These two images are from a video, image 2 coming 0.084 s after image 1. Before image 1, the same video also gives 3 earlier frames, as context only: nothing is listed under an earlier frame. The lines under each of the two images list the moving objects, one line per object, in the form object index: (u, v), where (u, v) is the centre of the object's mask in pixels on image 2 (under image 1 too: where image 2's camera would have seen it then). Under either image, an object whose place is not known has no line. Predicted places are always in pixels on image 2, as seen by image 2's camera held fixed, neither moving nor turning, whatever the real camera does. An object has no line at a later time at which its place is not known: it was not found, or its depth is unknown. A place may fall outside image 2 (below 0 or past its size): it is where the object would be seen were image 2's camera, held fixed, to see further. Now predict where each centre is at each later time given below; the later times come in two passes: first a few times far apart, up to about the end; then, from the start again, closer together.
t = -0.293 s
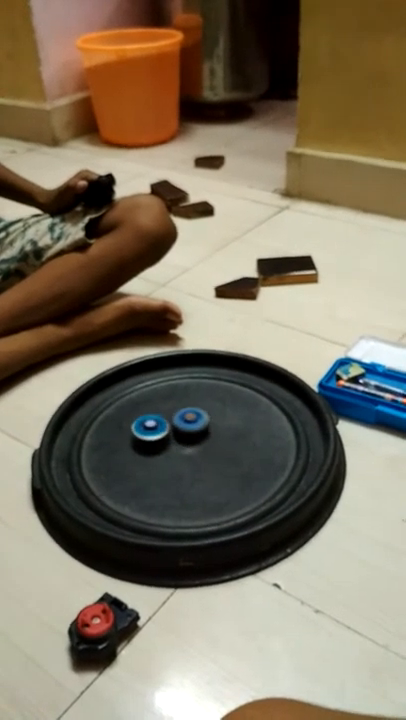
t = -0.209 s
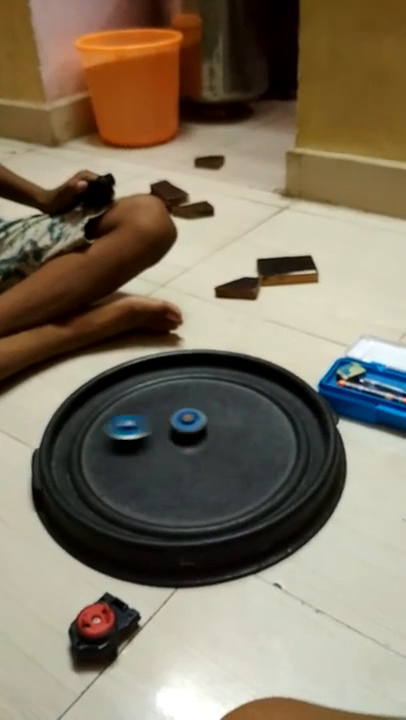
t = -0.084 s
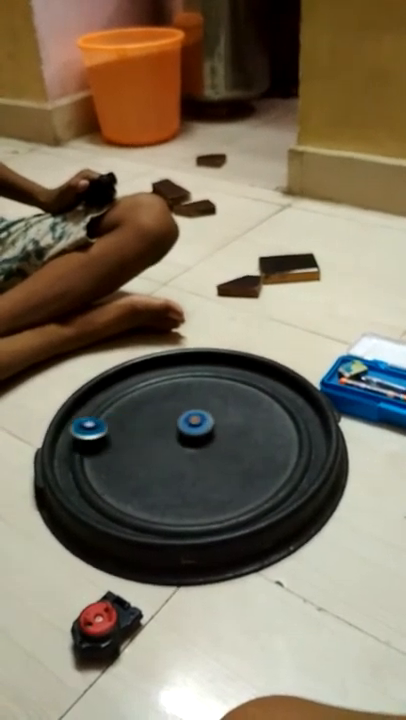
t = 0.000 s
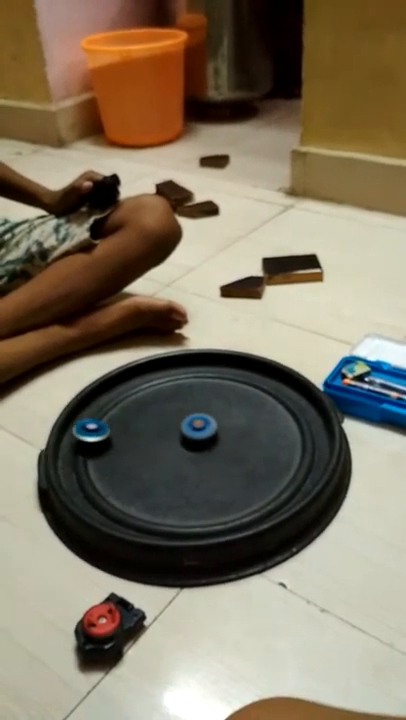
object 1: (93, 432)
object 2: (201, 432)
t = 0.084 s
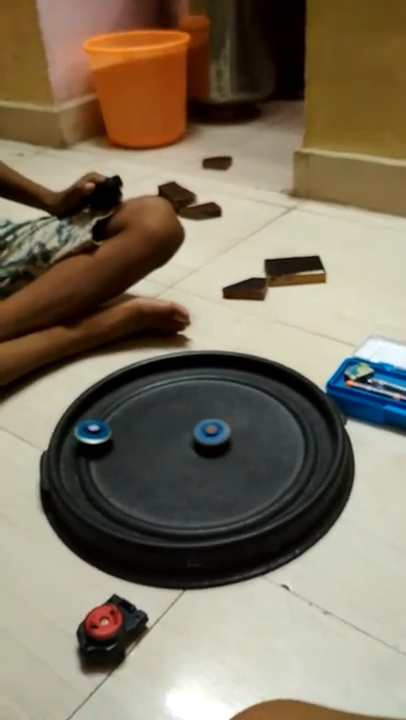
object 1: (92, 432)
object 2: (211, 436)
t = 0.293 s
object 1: (94, 431)
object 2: (238, 431)
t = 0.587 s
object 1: (102, 420)
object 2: (266, 417)
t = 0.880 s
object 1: (124, 408)
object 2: (246, 406)
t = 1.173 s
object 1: (151, 410)
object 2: (224, 420)
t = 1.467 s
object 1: (174, 423)
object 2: (242, 443)
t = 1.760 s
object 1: (183, 444)
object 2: (260, 444)
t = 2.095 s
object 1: (178, 468)
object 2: (259, 433)
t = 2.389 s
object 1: (158, 483)
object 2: (241, 427)
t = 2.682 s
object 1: (134, 484)
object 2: (219, 430)
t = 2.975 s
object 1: (119, 473)
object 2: (202, 435)
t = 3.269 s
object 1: (123, 456)
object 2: (205, 434)
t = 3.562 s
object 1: (141, 445)
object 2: (199, 431)
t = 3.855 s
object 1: (168, 446)
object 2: (206, 430)
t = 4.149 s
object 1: (188, 460)
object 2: (212, 434)
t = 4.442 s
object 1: (190, 480)
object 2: (199, 430)
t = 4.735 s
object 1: (177, 497)
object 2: (215, 434)
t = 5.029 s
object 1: (154, 503)
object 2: (202, 435)
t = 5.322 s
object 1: (135, 493)
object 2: (206, 430)
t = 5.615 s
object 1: (137, 477)
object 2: (210, 440)
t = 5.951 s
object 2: (201, 433)
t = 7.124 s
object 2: (213, 431)
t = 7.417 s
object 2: (203, 435)
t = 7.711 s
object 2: (210, 430)
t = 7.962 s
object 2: (207, 439)
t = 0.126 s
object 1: (93, 433)
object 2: (216, 435)
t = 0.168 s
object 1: (93, 432)
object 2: (220, 434)
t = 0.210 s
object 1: (93, 432)
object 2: (226, 432)
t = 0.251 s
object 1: (93, 431)
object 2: (232, 432)
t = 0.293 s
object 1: (94, 431)
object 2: (238, 431)
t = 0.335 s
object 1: (95, 430)
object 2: (245, 430)
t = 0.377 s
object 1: (95, 428)
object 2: (250, 428)
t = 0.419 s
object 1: (95, 427)
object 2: (255, 426)
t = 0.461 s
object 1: (97, 426)
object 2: (259, 424)
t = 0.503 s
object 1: (98, 424)
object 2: (262, 422)
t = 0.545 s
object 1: (100, 422)
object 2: (264, 420)
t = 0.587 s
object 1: (102, 420)
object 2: (266, 417)
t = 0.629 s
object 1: (104, 417)
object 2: (266, 414)
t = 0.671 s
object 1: (107, 415)
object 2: (265, 412)
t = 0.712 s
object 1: (110, 413)
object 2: (263, 410)
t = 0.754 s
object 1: (113, 412)
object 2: (260, 408)
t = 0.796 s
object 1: (116, 411)
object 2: (256, 407)
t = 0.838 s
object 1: (120, 409)
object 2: (251, 406)
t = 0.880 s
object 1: (124, 408)
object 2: (246, 406)
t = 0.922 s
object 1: (128, 408)
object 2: (241, 406)
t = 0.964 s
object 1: (132, 407)
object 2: (235, 406)
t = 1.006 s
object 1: (136, 407)
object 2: (231, 408)
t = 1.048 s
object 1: (140, 408)
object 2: (228, 410)
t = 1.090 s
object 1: (144, 408)
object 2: (226, 413)
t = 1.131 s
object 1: (148, 409)
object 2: (224, 416)
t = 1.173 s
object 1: (151, 410)
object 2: (224, 420)
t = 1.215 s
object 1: (155, 412)
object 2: (224, 423)
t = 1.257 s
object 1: (158, 413)
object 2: (225, 428)
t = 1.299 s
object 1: (161, 415)
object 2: (228, 432)
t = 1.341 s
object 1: (165, 417)
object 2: (231, 436)
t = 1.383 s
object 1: (168, 419)
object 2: (234, 439)
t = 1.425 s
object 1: (171, 421)
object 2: (238, 441)
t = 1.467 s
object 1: (174, 423)
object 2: (242, 443)
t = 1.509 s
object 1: (176, 426)
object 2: (246, 444)
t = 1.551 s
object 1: (177, 429)
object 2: (250, 444)
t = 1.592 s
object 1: (179, 433)
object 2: (254, 444)
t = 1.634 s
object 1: (180, 436)
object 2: (257, 444)
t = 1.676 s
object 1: (181, 439)
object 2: (259, 444)
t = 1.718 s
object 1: (182, 441)
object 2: (259, 444)
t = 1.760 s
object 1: (183, 444)
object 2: (260, 444)
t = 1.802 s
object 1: (184, 447)
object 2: (261, 443)
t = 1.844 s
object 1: (185, 450)
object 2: (262, 441)
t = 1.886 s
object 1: (185, 453)
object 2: (262, 440)
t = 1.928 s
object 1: (185, 456)
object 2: (263, 438)
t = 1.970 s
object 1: (183, 459)
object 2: (262, 437)
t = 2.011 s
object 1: (182, 462)
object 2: (262, 435)
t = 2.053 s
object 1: (180, 465)
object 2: (261, 434)
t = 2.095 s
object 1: (178, 468)
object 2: (259, 433)
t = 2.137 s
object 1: (176, 471)
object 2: (257, 432)
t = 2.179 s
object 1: (173, 473)
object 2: (255, 431)
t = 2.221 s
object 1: (171, 475)
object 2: (251, 430)
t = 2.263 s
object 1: (168, 478)
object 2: (248, 429)
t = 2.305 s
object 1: (165, 480)
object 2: (246, 428)
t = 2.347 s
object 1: (162, 481)
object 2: (243, 427)
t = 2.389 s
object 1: (158, 483)
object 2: (241, 427)
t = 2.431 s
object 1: (155, 484)
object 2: (237, 427)
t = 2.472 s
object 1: (151, 485)
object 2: (233, 427)
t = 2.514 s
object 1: (147, 486)
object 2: (230, 427)
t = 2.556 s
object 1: (144, 486)
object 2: (228, 428)
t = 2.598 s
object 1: (140, 486)
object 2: (225, 429)
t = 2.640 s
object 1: (137, 485)
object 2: (222, 430)
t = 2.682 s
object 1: (134, 484)
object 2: (219, 430)
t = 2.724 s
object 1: (130, 483)
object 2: (214, 430)
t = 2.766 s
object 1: (128, 482)
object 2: (207, 430)
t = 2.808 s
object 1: (125, 481)
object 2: (200, 431)
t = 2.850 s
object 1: (123, 479)
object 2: (196, 433)
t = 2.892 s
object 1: (122, 477)
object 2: (195, 433)
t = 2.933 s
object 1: (120, 475)
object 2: (198, 434)
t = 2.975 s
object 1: (119, 473)
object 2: (202, 435)
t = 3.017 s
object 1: (119, 470)
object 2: (206, 438)
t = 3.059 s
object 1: (119, 468)
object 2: (208, 440)
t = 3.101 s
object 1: (119, 466)
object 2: (209, 439)
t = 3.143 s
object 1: (120, 463)
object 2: (209, 438)
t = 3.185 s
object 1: (120, 461)
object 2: (207, 435)
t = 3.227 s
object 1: (122, 458)
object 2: (205, 433)
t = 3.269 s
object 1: (123, 456)
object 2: (205, 434)
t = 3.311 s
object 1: (124, 454)
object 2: (206, 436)
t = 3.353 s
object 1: (127, 452)
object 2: (208, 439)
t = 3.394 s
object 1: (129, 450)
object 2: (209, 439)
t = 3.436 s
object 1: (132, 449)
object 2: (209, 437)
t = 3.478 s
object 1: (135, 447)
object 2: (208, 434)
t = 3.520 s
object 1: (138, 446)
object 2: (204, 431)
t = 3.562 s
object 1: (141, 445)
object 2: (199, 431)
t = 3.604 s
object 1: (144, 445)
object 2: (197, 431)
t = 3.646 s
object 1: (148, 445)
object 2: (199, 431)
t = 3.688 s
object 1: (152, 444)
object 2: (204, 433)
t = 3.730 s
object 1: (156, 444)
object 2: (208, 434)
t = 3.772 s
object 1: (160, 444)
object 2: (210, 434)
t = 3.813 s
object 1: (164, 445)
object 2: (209, 432)
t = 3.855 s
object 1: (168, 446)
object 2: (206, 430)
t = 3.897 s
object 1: (172, 446)
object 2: (202, 428)
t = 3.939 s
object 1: (176, 448)
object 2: (198, 427)
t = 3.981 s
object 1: (180, 449)
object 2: (194, 426)
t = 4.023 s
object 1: (182, 452)
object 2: (197, 428)
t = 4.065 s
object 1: (184, 455)
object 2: (202, 428)
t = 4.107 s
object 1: (186, 457)
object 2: (208, 432)
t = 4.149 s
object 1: (188, 460)
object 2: (212, 434)
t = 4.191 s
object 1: (190, 462)
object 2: (213, 434)
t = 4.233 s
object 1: (191, 465)
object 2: (213, 432)
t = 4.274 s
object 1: (191, 468)
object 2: (211, 430)
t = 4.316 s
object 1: (192, 471)
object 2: (208, 426)
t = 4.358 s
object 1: (192, 474)
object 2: (204, 428)
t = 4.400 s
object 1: (191, 477)
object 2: (199, 429)
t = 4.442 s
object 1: (190, 480)
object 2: (199, 430)
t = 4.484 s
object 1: (189, 483)
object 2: (201, 432)
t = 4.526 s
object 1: (188, 486)
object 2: (206, 435)
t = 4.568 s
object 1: (186, 488)
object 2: (210, 438)
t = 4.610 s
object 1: (184, 491)
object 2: (211, 439)
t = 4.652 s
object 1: (182, 493)
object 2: (213, 438)
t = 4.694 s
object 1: (179, 496)
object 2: (215, 437)
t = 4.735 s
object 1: (177, 497)
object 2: (215, 434)
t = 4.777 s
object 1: (174, 499)
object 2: (214, 431)
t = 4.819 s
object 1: (171, 501)
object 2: (210, 430)
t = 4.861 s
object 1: (167, 502)
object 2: (206, 428)
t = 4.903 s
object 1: (164, 503)
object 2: (200, 430)
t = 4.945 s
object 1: (160, 503)
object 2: (197, 432)
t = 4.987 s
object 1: (157, 503)
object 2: (198, 433)
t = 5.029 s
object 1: (154, 503)
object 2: (202, 435)
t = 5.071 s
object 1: (151, 503)
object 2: (207, 438)
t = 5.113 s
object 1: (147, 501)
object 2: (210, 441)
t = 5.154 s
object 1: (144, 500)
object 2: (211, 441)
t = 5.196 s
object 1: (141, 499)
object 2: (212, 438)
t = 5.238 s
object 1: (139, 497)
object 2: (212, 435)
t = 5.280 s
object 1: (137, 495)
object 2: (210, 432)
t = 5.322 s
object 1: (135, 493)
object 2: (206, 430)
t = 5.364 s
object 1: (134, 491)
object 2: (200, 431)
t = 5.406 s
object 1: (134, 489)
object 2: (198, 432)
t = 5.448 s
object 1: (133, 487)
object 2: (199, 433)
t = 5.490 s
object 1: (134, 484)
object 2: (203, 435)
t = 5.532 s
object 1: (134, 482)
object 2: (207, 438)
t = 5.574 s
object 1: (135, 479)
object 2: (209, 440)
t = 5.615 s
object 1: (137, 477)
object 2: (210, 440)
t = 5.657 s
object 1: (139, 474)
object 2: (212, 437)
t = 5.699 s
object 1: (141, 472)
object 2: (211, 434)
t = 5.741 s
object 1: (143, 470)
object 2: (209, 431)
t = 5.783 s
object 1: (146, 469)
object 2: (204, 430)
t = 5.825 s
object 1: (149, 467)
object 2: (199, 431)
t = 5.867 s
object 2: (196, 432)
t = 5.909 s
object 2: (197, 432)
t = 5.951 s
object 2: (201, 433)
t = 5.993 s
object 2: (206, 436)
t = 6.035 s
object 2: (210, 439)
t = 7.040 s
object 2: (213, 435)
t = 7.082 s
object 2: (214, 433)
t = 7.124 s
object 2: (213, 431)
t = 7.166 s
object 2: (210, 429)
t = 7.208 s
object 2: (207, 429)
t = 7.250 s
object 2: (203, 429)
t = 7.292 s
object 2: (198, 431)
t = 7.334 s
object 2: (196, 432)
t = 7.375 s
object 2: (198, 434)
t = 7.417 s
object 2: (203, 435)
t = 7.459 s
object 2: (207, 438)
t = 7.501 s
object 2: (210, 440)
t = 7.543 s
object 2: (212, 440)
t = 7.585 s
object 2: (214, 437)
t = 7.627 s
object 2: (214, 434)
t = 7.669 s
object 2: (213, 432)
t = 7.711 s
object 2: (210, 430)
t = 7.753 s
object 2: (206, 430)
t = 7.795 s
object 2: (202, 430)
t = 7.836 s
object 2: (199, 432)
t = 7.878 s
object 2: (200, 433)
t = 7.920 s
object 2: (203, 435)
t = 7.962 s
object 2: (207, 439)
